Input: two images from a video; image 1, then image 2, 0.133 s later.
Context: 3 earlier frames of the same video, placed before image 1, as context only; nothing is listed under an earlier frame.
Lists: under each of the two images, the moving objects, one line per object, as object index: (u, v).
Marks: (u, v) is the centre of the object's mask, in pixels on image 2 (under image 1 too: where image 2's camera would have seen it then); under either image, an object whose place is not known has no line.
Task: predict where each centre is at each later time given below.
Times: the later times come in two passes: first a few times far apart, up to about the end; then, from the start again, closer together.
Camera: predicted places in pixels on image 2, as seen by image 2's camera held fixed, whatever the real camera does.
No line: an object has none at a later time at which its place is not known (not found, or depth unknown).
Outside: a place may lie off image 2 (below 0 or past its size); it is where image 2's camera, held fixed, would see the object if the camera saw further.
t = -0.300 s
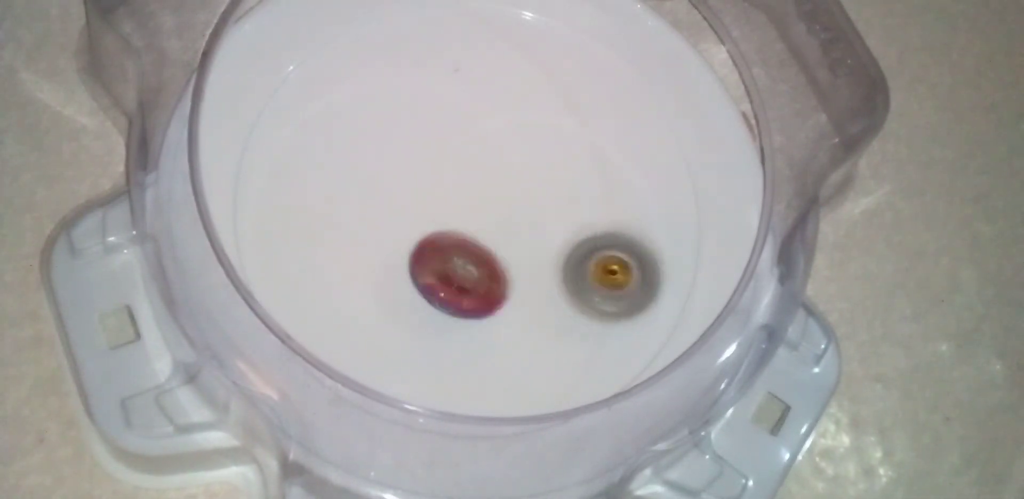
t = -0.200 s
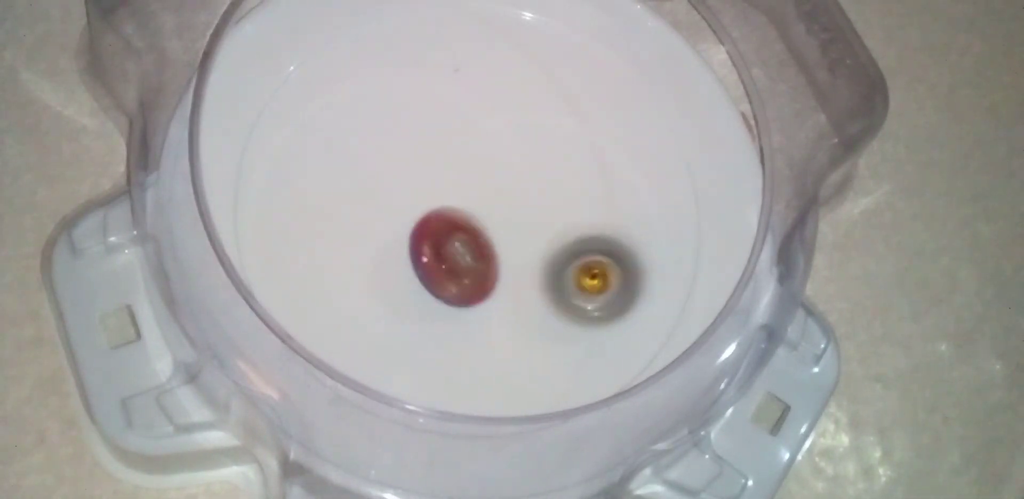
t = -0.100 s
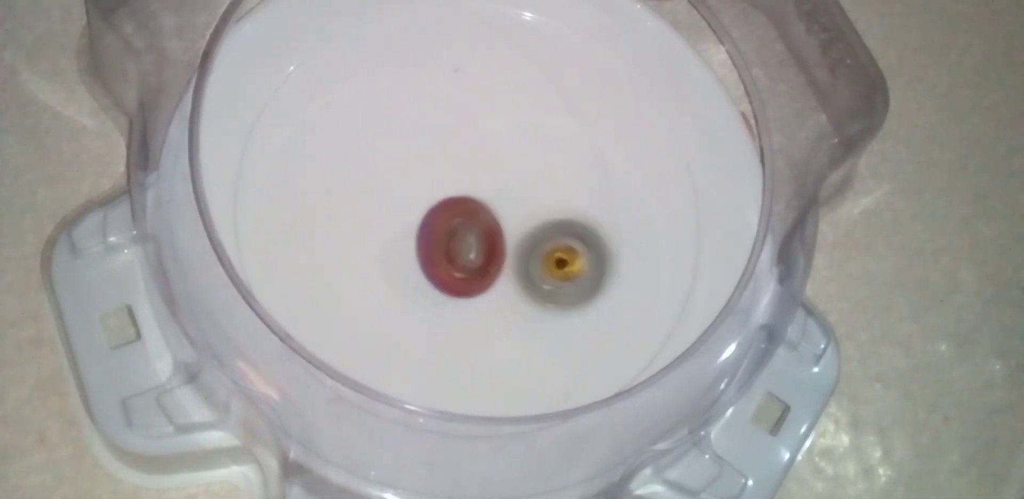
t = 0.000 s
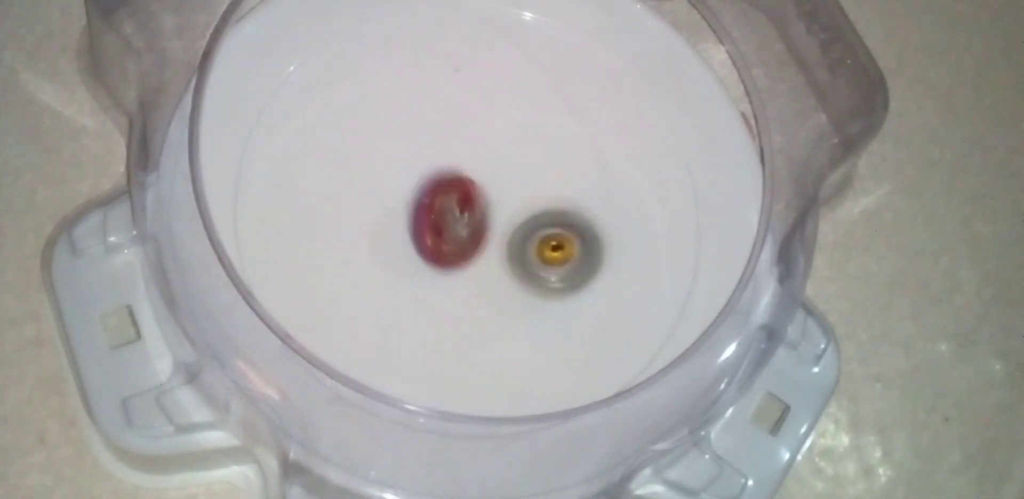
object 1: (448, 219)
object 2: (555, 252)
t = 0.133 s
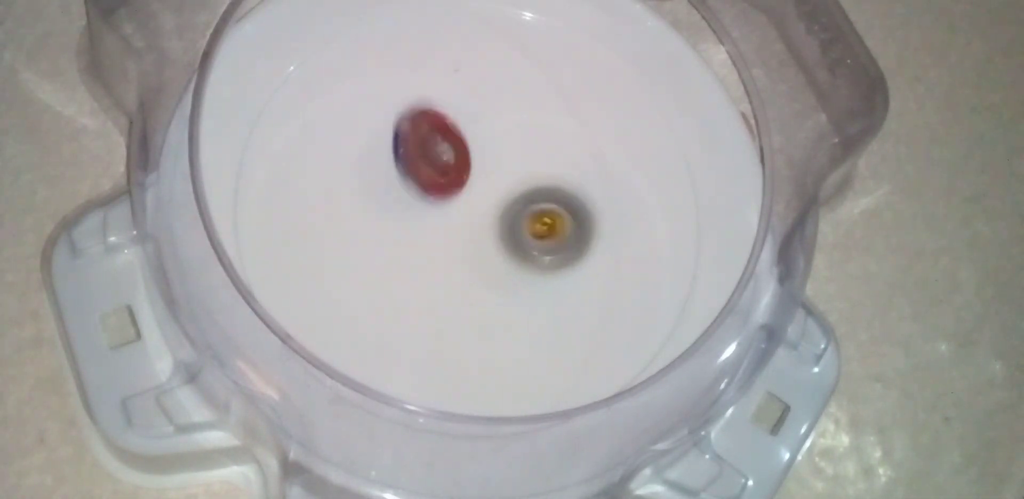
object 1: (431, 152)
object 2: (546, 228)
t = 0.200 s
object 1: (428, 120)
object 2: (538, 215)
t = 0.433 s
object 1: (430, 94)
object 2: (496, 171)
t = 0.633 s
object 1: (437, 102)
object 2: (457, 173)
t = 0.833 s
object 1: (449, 118)
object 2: (452, 214)
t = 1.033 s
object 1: (447, 118)
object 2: (468, 253)
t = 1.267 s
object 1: (446, 118)
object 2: (481, 257)
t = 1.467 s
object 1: (446, 119)
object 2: (486, 225)
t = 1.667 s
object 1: (444, 115)
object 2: (483, 182)
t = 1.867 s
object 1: (428, 105)
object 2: (501, 190)
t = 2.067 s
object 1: (444, 110)
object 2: (492, 194)
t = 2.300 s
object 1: (464, 107)
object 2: (502, 198)
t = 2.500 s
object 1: (441, 113)
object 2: (503, 200)
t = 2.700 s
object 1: (443, 114)
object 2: (511, 199)
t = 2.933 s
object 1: (455, 114)
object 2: (530, 192)
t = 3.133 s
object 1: (449, 115)
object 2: (529, 192)
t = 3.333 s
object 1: (450, 116)
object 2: (527, 192)
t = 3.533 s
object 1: (452, 116)
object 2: (509, 199)
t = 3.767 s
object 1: (451, 117)
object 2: (500, 223)
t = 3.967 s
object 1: (452, 117)
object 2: (501, 227)
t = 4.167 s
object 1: (452, 117)
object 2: (500, 217)
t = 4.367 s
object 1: (452, 117)
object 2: (506, 202)
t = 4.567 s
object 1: (452, 117)
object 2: (509, 200)
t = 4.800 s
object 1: (452, 117)
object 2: (502, 209)
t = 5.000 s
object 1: (452, 117)
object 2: (503, 209)
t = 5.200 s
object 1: (452, 117)
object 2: (503, 209)
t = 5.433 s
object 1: (452, 117)
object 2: (503, 209)
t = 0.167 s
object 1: (429, 135)
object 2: (542, 221)
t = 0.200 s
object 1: (428, 120)
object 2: (538, 215)
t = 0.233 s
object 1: (427, 109)
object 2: (533, 207)
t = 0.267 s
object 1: (426, 100)
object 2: (527, 200)
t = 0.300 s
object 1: (425, 94)
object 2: (522, 194)
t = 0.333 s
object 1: (424, 89)
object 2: (516, 187)
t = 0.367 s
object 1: (426, 89)
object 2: (510, 181)
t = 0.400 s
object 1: (428, 90)
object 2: (503, 176)
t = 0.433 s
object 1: (430, 94)
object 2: (496, 171)
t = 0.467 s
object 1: (431, 101)
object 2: (487, 165)
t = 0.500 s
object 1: (428, 105)
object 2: (478, 160)
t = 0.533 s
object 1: (428, 105)
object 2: (472, 162)
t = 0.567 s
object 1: (429, 103)
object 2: (468, 164)
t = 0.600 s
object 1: (431, 104)
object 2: (463, 166)
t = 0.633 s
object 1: (437, 102)
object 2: (457, 173)
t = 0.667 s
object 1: (441, 103)
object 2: (454, 176)
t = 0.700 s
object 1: (444, 106)
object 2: (452, 180)
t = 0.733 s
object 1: (444, 111)
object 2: (452, 189)
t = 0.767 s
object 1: (446, 116)
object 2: (452, 199)
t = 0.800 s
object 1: (448, 117)
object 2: (452, 207)
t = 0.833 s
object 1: (449, 118)
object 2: (452, 214)
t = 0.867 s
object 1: (448, 118)
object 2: (454, 222)
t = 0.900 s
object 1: (447, 118)
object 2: (457, 230)
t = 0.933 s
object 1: (445, 118)
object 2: (459, 236)
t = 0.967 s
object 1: (445, 118)
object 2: (462, 242)
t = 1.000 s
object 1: (447, 118)
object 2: (464, 248)
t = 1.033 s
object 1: (447, 118)
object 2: (468, 253)
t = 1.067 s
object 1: (447, 118)
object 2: (471, 258)
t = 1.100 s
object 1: (446, 118)
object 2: (473, 262)
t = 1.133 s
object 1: (446, 118)
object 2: (476, 263)
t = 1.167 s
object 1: (446, 118)
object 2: (476, 263)
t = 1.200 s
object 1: (447, 118)
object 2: (479, 263)
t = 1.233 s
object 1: (447, 119)
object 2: (481, 261)
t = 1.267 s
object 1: (446, 118)
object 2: (481, 257)
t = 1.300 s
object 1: (446, 119)
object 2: (483, 255)
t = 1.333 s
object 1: (447, 119)
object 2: (484, 250)
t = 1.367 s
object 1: (446, 118)
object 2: (484, 246)
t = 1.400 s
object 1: (447, 119)
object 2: (486, 239)
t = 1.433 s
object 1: (446, 119)
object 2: (486, 231)
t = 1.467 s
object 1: (446, 119)
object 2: (486, 225)
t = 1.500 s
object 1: (446, 119)
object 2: (487, 219)
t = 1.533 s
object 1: (446, 119)
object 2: (487, 211)
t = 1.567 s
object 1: (446, 119)
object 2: (486, 203)
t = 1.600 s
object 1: (446, 117)
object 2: (485, 194)
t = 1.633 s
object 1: (445, 116)
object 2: (483, 190)
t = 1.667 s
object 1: (444, 115)
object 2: (483, 182)
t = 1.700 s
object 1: (443, 111)
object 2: (480, 176)
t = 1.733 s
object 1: (445, 109)
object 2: (479, 173)
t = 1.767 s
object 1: (444, 109)
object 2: (480, 175)
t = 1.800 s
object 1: (437, 108)
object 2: (491, 187)
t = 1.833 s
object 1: (431, 107)
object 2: (498, 190)
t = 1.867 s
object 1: (428, 105)
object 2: (501, 190)
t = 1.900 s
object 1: (427, 104)
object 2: (500, 188)
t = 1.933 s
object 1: (427, 104)
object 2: (498, 186)
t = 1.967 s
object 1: (429, 105)
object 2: (495, 186)
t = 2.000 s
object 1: (433, 107)
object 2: (492, 188)
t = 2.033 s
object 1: (438, 110)
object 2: (491, 191)
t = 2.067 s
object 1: (444, 110)
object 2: (492, 194)
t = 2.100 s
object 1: (451, 111)
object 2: (493, 198)
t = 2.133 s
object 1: (456, 110)
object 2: (496, 201)
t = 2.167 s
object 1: (461, 108)
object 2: (499, 202)
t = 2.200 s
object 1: (464, 107)
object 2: (501, 201)
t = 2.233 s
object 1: (466, 105)
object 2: (502, 200)
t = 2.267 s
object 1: (465, 106)
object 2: (503, 199)
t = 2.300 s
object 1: (464, 107)
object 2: (502, 198)
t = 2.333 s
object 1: (460, 110)
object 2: (502, 198)
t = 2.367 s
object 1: (456, 111)
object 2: (502, 197)
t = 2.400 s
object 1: (452, 112)
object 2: (503, 198)
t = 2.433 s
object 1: (448, 113)
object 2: (502, 198)
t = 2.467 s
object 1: (444, 113)
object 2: (502, 200)
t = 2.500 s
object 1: (441, 113)
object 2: (503, 200)
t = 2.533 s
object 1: (438, 113)
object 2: (504, 201)
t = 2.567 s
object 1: (436, 113)
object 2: (504, 201)
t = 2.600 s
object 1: (436, 113)
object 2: (506, 201)
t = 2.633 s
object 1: (438, 114)
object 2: (507, 201)
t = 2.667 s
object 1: (441, 114)
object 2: (509, 200)
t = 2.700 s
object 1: (443, 114)
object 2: (511, 199)
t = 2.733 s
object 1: (444, 114)
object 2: (514, 198)
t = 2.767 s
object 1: (446, 114)
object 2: (516, 196)
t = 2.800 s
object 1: (448, 114)
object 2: (519, 194)
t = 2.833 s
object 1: (452, 115)
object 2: (521, 193)
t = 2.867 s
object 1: (454, 114)
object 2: (524, 193)
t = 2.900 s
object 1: (455, 114)
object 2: (527, 192)
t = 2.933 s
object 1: (455, 114)
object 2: (530, 192)
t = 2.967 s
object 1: (454, 114)
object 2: (532, 192)
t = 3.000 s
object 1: (452, 115)
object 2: (532, 192)
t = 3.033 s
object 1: (449, 115)
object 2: (531, 192)
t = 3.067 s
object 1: (448, 115)
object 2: (530, 192)
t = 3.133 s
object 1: (449, 115)
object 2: (529, 192)
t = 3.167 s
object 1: (452, 115)
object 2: (529, 192)
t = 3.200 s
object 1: (453, 115)
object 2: (529, 192)
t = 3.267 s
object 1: (451, 116)
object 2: (528, 192)
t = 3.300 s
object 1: (450, 116)
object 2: (528, 192)
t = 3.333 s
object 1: (450, 116)
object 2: (527, 192)
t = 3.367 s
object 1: (452, 116)
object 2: (525, 192)
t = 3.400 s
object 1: (453, 116)
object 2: (523, 193)
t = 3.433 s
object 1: (452, 116)
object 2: (520, 194)
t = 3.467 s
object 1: (450, 116)
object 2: (516, 195)
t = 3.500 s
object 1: (451, 116)
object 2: (513, 197)
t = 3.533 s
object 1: (452, 116)
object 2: (509, 199)
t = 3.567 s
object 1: (451, 117)
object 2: (506, 202)
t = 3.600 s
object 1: (451, 117)
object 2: (504, 206)
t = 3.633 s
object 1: (452, 117)
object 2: (502, 210)
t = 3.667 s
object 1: (451, 117)
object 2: (501, 214)
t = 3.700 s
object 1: (451, 117)
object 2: (500, 217)
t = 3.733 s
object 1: (451, 117)
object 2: (500, 220)
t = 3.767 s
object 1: (451, 117)
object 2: (500, 223)
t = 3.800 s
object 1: (452, 117)
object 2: (500, 225)
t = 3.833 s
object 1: (452, 117)
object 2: (501, 227)
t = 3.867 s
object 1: (452, 117)
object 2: (501, 228)
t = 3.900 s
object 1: (452, 117)
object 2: (501, 228)
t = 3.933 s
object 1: (452, 117)
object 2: (501, 228)
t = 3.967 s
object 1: (452, 117)
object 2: (501, 227)
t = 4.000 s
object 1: (452, 117)
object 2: (501, 226)
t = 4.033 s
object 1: (452, 117)
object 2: (500, 225)
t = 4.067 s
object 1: (452, 117)
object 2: (500, 223)
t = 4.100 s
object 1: (452, 117)
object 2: (500, 221)
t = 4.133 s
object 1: (452, 117)
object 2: (500, 219)
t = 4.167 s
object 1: (452, 117)
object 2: (500, 217)
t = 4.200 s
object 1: (451, 117)
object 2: (501, 214)
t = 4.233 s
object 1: (452, 117)
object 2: (501, 212)
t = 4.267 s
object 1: (452, 117)
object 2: (502, 209)
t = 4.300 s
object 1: (452, 117)
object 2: (504, 206)
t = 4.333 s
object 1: (452, 117)
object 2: (505, 204)
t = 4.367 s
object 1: (452, 117)
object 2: (506, 202)
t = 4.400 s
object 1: (452, 117)
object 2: (507, 201)
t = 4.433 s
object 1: (451, 117)
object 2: (508, 200)
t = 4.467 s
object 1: (452, 117)
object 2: (510, 199)
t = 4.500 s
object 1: (452, 117)
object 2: (510, 199)
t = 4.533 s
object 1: (452, 117)
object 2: (510, 199)
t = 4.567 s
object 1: (452, 117)
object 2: (509, 200)
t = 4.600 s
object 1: (452, 117)
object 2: (508, 201)
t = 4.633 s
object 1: (452, 117)
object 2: (507, 202)
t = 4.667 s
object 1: (452, 117)
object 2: (505, 203)
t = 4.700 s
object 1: (452, 117)
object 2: (505, 205)
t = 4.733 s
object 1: (452, 117)
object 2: (504, 206)
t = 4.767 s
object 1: (452, 117)
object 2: (503, 208)
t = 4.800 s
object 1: (452, 117)
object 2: (502, 209)
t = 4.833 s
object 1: (452, 117)
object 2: (502, 209)
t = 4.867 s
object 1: (452, 117)
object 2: (502, 210)
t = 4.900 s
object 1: (452, 117)
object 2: (502, 209)
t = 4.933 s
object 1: (452, 117)
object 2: (503, 208)
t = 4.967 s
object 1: (452, 117)
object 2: (503, 208)
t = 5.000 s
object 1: (452, 117)
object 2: (503, 209)
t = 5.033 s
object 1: (452, 117)
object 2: (503, 209)
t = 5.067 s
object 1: (452, 117)
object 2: (503, 209)
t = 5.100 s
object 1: (452, 117)
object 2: (503, 209)
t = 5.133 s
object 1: (452, 117)
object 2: (503, 209)
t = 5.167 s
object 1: (452, 117)
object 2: (503, 209)
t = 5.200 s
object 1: (452, 117)
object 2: (503, 209)
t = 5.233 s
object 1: (452, 117)
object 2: (502, 209)
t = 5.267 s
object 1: (452, 117)
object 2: (502, 209)
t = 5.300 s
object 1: (452, 117)
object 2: (503, 209)
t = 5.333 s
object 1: (452, 117)
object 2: (503, 209)
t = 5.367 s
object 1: (452, 117)
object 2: (503, 209)
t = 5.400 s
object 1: (452, 117)
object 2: (503, 208)
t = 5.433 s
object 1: (452, 117)
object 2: (503, 209)
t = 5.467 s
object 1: (452, 117)
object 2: (503, 209)
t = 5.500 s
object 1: (452, 117)
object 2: (503, 209)
